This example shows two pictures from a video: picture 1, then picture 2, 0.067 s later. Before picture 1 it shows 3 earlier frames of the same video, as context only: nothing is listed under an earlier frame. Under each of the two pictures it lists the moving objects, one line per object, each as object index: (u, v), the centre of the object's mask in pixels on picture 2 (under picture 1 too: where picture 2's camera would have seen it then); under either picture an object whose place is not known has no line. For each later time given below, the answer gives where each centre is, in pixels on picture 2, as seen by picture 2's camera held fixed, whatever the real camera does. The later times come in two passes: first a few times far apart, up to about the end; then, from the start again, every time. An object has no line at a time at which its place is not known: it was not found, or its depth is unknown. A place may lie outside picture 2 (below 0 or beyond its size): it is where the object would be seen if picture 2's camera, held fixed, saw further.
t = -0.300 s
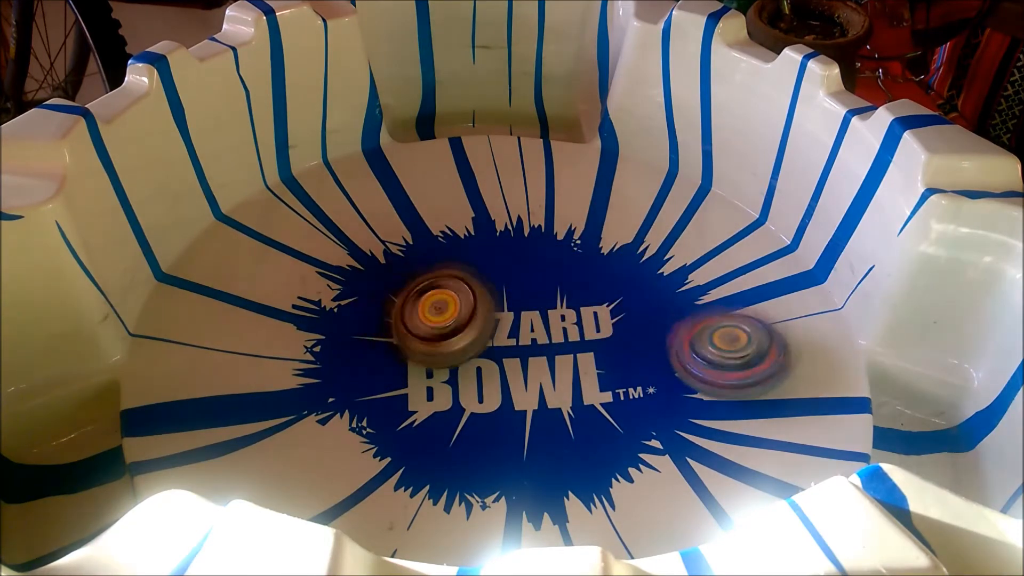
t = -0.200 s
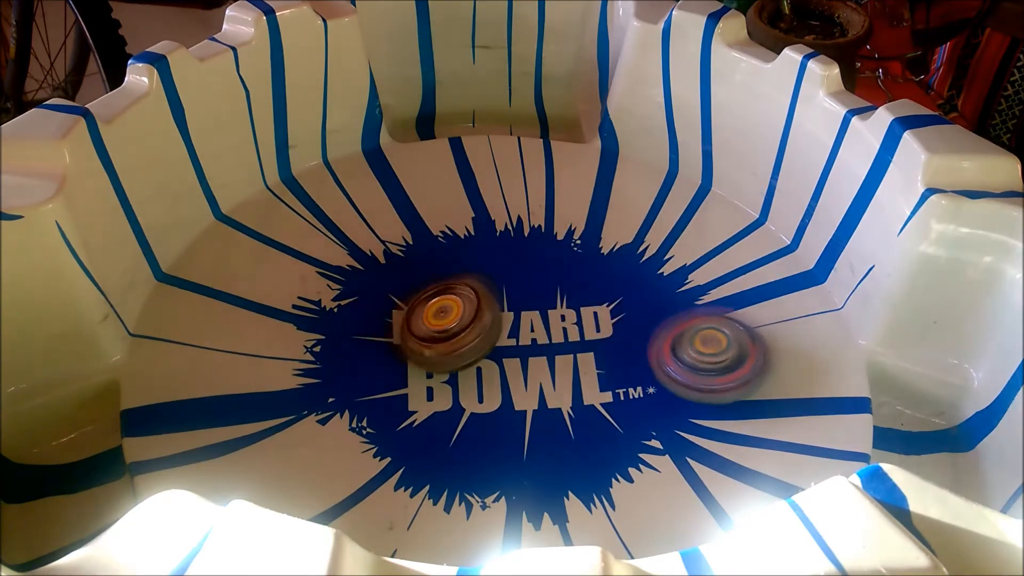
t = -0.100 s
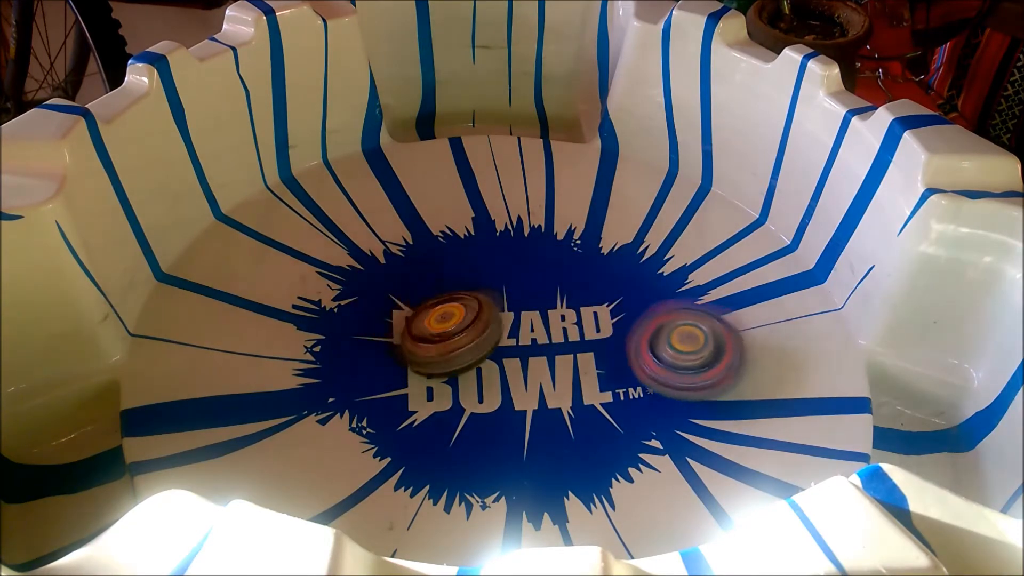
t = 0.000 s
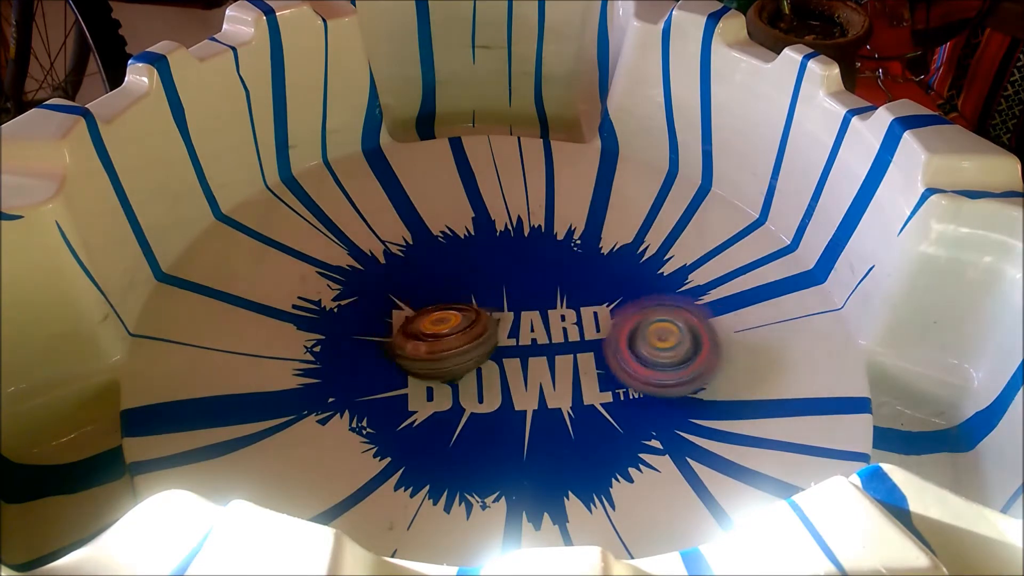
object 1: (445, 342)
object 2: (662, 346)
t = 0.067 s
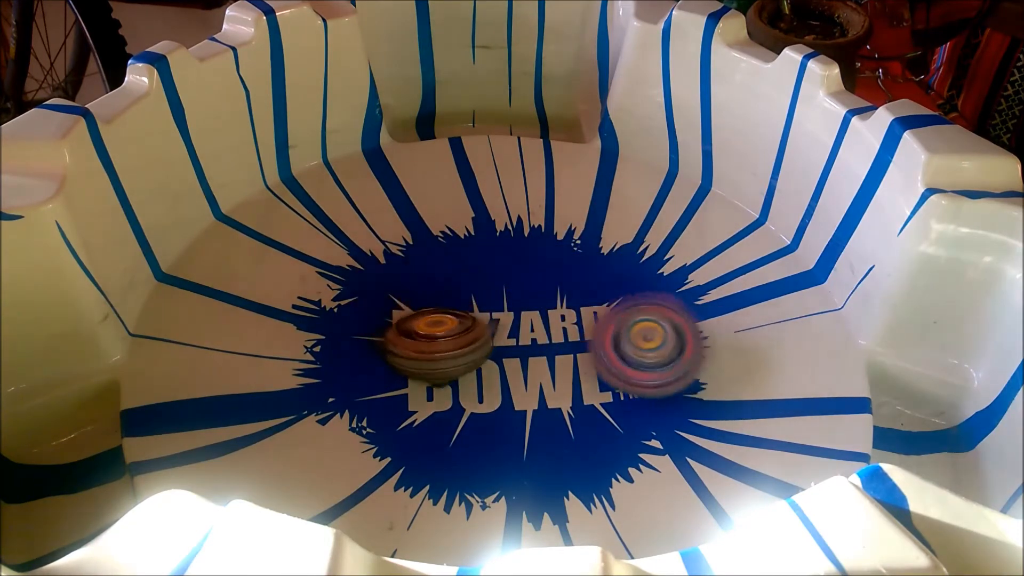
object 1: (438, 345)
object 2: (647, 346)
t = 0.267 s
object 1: (416, 339)
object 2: (600, 353)
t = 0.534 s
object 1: (420, 323)
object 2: (544, 385)
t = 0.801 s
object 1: (449, 331)
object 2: (521, 433)
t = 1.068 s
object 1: (440, 351)
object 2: (540, 475)
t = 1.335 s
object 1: (417, 344)
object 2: (564, 494)
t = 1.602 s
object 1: (431, 332)
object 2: (550, 457)
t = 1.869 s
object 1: (447, 334)
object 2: (520, 427)
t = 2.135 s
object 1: (416, 300)
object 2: (553, 485)
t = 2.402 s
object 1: (427, 296)
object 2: (575, 494)
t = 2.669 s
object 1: (432, 314)
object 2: (554, 462)
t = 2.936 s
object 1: (407, 317)
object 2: (503, 446)
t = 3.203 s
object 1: (409, 310)
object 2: (450, 455)
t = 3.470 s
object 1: (423, 322)
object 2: (424, 484)
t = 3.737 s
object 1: (404, 332)
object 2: (443, 499)
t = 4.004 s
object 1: (404, 326)
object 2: (460, 465)
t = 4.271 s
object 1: (419, 335)
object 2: (438, 436)
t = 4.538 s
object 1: (432, 320)
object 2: (358, 492)
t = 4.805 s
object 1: (435, 321)
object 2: (322, 467)
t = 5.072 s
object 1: (433, 326)
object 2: (294, 440)
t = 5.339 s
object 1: (429, 325)
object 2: (286, 411)
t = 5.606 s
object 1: (433, 329)
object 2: (278, 383)
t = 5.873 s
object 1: (429, 329)
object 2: (278, 352)
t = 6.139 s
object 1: (430, 330)
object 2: (294, 327)
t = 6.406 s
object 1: (429, 332)
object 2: (302, 306)
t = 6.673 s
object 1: (432, 330)
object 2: (320, 288)
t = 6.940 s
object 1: (430, 332)
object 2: (341, 273)
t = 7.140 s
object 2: (362, 270)
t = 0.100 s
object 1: (433, 345)
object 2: (639, 346)
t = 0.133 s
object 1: (430, 345)
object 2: (631, 346)
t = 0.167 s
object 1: (425, 344)
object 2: (624, 347)
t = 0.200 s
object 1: (421, 343)
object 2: (617, 349)
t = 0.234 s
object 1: (417, 341)
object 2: (608, 350)
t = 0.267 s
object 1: (416, 339)
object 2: (600, 353)
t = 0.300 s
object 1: (413, 337)
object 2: (592, 356)
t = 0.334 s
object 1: (412, 335)
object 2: (584, 360)
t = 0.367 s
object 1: (411, 333)
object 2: (577, 364)
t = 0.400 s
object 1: (412, 331)
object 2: (570, 368)
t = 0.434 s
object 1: (413, 328)
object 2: (562, 372)
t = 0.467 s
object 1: (415, 326)
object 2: (556, 376)
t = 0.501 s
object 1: (417, 324)
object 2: (551, 380)
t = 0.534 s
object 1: (420, 323)
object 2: (544, 385)
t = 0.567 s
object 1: (423, 322)
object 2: (539, 389)
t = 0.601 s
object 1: (428, 322)
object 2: (534, 396)
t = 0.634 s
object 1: (431, 323)
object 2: (531, 400)
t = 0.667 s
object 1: (436, 323)
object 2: (526, 405)
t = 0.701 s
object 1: (439, 324)
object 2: (524, 412)
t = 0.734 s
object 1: (443, 326)
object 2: (523, 419)
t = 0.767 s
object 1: (445, 328)
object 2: (522, 427)
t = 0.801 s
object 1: (449, 331)
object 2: (521, 433)
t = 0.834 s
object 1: (450, 333)
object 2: (523, 440)
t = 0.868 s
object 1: (450, 337)
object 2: (524, 446)
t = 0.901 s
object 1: (450, 339)
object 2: (527, 451)
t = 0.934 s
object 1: (449, 342)
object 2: (528, 456)
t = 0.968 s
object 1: (448, 344)
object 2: (530, 460)
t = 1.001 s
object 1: (446, 347)
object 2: (532, 465)
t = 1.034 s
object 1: (443, 349)
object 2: (537, 470)
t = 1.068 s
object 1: (440, 351)
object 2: (540, 475)
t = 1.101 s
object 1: (437, 351)
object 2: (544, 479)
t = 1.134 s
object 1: (433, 352)
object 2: (549, 484)
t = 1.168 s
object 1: (429, 351)
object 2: (554, 489)
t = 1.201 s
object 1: (426, 351)
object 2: (558, 491)
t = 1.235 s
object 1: (423, 349)
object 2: (562, 493)
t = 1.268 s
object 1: (421, 347)
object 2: (562, 494)
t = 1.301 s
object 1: (418, 345)
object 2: (564, 495)
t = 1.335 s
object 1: (417, 344)
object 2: (564, 494)
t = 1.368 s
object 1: (416, 342)
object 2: (563, 493)
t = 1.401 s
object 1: (417, 340)
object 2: (560, 489)
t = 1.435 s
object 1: (417, 337)
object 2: (559, 485)
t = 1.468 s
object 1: (419, 335)
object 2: (558, 478)
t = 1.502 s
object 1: (421, 333)
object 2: (557, 473)
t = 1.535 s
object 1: (424, 332)
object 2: (555, 467)
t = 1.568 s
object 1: (427, 332)
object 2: (553, 462)
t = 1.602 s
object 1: (431, 332)
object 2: (550, 457)
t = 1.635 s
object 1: (434, 331)
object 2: (545, 452)
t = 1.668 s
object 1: (439, 332)
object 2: (542, 448)
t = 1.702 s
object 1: (442, 332)
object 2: (538, 443)
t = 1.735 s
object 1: (446, 333)
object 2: (534, 437)
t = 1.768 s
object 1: (448, 335)
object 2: (528, 433)
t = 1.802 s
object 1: (451, 337)
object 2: (523, 428)
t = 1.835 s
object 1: (450, 338)
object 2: (522, 427)
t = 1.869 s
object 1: (447, 334)
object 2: (520, 427)
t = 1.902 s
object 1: (448, 333)
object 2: (514, 425)
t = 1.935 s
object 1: (445, 331)
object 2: (516, 431)
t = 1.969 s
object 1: (431, 318)
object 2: (533, 455)
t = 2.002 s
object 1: (423, 309)
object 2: (544, 466)
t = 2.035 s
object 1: (420, 305)
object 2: (549, 474)
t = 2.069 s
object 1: (420, 304)
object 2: (550, 477)
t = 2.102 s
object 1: (419, 303)
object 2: (550, 481)
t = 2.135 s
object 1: (416, 300)
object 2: (553, 485)
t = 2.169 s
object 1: (416, 299)
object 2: (556, 488)
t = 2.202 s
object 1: (417, 297)
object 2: (560, 492)
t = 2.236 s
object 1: (419, 297)
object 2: (565, 494)
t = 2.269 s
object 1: (419, 296)
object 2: (568, 495)
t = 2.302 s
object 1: (420, 296)
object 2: (572, 496)
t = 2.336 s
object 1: (421, 294)
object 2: (574, 497)
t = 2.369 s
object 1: (424, 295)
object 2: (575, 497)
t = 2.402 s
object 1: (427, 296)
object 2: (575, 494)
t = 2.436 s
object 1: (429, 297)
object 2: (573, 491)
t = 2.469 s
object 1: (431, 299)
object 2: (573, 486)
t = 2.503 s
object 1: (433, 302)
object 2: (571, 481)
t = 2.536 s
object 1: (434, 305)
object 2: (568, 478)
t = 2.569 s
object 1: (434, 307)
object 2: (566, 472)
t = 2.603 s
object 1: (434, 310)
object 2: (562, 468)
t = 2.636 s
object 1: (432, 312)
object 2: (558, 465)
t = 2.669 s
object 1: (432, 314)
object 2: (554, 462)
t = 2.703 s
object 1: (429, 317)
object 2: (548, 460)
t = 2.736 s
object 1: (426, 319)
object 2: (543, 455)
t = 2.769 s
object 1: (422, 320)
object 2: (538, 453)
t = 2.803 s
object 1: (419, 321)
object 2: (531, 451)
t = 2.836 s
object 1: (415, 320)
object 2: (526, 450)
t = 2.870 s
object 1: (412, 319)
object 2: (518, 448)
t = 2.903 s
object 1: (409, 318)
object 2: (511, 446)
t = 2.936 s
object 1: (407, 317)
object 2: (503, 446)
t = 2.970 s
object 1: (405, 316)
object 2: (497, 445)
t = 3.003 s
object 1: (404, 315)
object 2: (490, 445)
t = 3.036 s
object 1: (404, 314)
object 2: (483, 446)
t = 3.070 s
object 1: (404, 312)
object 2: (476, 448)
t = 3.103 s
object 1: (405, 311)
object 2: (468, 449)
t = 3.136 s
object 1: (405, 311)
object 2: (461, 451)
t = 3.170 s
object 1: (407, 310)
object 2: (455, 452)
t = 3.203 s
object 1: (409, 310)
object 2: (450, 455)
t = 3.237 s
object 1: (411, 310)
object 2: (444, 458)
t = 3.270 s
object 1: (415, 311)
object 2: (440, 462)
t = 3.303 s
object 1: (416, 312)
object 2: (436, 465)
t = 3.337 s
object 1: (419, 314)
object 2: (433, 468)
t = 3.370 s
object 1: (420, 315)
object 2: (429, 472)
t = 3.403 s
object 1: (421, 318)
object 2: (426, 475)
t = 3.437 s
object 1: (422, 321)
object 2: (425, 480)
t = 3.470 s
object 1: (423, 322)
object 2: (424, 484)
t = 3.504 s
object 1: (422, 325)
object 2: (423, 488)
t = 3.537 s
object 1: (419, 329)
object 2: (422, 497)
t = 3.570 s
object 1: (417, 332)
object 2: (424, 498)
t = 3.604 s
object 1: (415, 333)
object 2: (426, 498)
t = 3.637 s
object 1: (412, 333)
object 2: (430, 499)
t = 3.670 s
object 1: (409, 333)
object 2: (433, 499)
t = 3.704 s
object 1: (406, 333)
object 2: (438, 498)
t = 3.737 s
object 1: (404, 332)
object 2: (443, 499)
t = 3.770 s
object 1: (402, 331)
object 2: (447, 495)
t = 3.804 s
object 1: (401, 330)
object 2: (450, 490)
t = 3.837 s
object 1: (401, 330)
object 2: (454, 486)
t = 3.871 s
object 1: (400, 329)
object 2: (456, 483)
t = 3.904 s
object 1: (401, 327)
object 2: (458, 478)
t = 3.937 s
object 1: (401, 326)
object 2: (459, 474)
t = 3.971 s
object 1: (402, 325)
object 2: (460, 470)
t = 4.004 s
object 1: (404, 326)
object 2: (460, 465)
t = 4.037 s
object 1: (405, 325)
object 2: (459, 462)
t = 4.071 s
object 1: (407, 326)
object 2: (458, 458)
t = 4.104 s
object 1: (410, 326)
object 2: (457, 453)
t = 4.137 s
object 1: (414, 328)
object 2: (454, 449)
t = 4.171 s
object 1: (416, 329)
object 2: (450, 445)
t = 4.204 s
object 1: (417, 330)
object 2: (446, 441)
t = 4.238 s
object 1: (418, 333)
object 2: (441, 437)
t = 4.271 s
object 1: (419, 335)
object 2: (438, 436)
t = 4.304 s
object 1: (422, 334)
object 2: (435, 435)
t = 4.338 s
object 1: (425, 335)
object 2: (429, 433)
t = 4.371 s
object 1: (426, 326)
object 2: (423, 451)
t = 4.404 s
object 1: (427, 319)
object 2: (409, 472)
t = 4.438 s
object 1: (431, 317)
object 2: (393, 490)
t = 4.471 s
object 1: (434, 319)
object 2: (381, 496)
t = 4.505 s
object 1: (434, 320)
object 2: (367, 495)
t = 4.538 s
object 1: (432, 320)
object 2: (358, 492)
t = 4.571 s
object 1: (431, 319)
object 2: (352, 489)
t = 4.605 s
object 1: (431, 317)
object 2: (350, 487)
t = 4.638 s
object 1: (435, 317)
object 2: (347, 483)
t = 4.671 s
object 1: (436, 319)
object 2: (341, 480)
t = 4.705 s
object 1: (436, 320)
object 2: (336, 476)
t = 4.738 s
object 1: (435, 321)
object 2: (331, 474)
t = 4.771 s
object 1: (433, 322)
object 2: (326, 470)
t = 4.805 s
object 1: (435, 321)
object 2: (322, 467)
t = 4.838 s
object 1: (437, 321)
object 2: (318, 465)
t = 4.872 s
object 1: (437, 323)
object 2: (315, 462)
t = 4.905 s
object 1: (435, 325)
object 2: (311, 460)
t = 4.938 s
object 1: (433, 325)
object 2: (307, 455)
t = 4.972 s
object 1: (432, 326)
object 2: (301, 449)
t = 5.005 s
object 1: (432, 325)
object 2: (299, 445)
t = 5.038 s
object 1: (432, 325)
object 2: (296, 443)
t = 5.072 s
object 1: (433, 326)
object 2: (294, 440)
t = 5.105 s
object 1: (430, 325)
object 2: (292, 438)
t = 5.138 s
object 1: (428, 324)
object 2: (291, 432)
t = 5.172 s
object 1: (430, 323)
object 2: (289, 429)
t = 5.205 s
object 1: (430, 323)
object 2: (288, 425)
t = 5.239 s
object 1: (431, 324)
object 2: (287, 421)
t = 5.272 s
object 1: (431, 325)
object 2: (287, 418)
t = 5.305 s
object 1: (429, 326)
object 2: (286, 413)
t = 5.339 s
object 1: (429, 325)
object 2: (286, 411)
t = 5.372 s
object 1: (430, 325)
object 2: (284, 407)
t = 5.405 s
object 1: (431, 325)
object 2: (283, 403)
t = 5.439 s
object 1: (432, 326)
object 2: (283, 401)
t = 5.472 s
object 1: (432, 328)
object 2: (282, 396)
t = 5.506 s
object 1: (431, 328)
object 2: (282, 393)
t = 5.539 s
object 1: (431, 328)
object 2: (280, 390)
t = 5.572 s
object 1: (431, 328)
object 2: (279, 387)
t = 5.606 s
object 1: (433, 329)
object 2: (278, 383)
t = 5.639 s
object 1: (432, 329)
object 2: (276, 379)
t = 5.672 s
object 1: (431, 329)
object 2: (276, 376)
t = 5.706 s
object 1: (431, 329)
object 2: (276, 371)
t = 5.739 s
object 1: (430, 328)
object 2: (275, 368)
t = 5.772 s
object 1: (430, 328)
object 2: (275, 364)
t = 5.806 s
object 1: (430, 328)
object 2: (275, 359)
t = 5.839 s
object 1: (430, 329)
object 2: (276, 356)
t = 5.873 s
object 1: (429, 329)
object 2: (278, 352)
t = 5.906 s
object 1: (429, 330)
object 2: (279, 349)
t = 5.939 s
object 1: (428, 330)
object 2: (281, 346)
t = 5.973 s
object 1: (428, 329)
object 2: (283, 342)
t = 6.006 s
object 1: (429, 330)
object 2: (285, 340)
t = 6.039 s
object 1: (429, 330)
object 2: (287, 337)
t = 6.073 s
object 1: (429, 331)
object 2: (289, 334)
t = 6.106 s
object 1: (429, 331)
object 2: (292, 331)
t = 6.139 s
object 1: (430, 330)
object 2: (294, 327)
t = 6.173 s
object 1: (430, 331)
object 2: (295, 324)
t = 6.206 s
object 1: (431, 331)
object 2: (297, 321)
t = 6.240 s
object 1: (431, 332)
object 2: (298, 319)
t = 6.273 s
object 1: (432, 332)
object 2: (298, 317)
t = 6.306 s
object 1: (433, 333)
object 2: (299, 316)
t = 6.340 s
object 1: (432, 333)
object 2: (301, 314)
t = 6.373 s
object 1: (430, 334)
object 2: (302, 309)
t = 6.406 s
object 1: (429, 332)
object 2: (302, 306)
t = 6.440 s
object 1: (429, 330)
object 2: (302, 304)
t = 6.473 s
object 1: (430, 330)
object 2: (304, 301)
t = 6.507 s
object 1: (432, 329)
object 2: (306, 298)
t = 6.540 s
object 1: (433, 331)
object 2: (307, 295)
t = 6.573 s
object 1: (433, 331)
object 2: (311, 295)
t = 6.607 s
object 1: (431, 332)
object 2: (317, 293)
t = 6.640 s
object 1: (431, 331)
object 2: (320, 290)
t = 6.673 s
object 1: (432, 330)
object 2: (320, 288)
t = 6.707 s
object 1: (435, 329)
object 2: (325, 284)
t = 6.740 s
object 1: (437, 330)
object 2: (328, 283)
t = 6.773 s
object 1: (436, 333)
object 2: (331, 282)
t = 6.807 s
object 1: (433, 334)
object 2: (332, 281)
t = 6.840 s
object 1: (431, 334)
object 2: (334, 278)
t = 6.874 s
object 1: (429, 333)
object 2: (335, 275)
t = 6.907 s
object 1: (429, 332)
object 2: (336, 274)
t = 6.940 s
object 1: (430, 332)
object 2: (341, 273)
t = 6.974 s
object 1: (429, 333)
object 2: (345, 272)
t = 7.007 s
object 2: (348, 272)
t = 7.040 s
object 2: (351, 272)
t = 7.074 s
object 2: (354, 271)
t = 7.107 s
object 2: (359, 270)
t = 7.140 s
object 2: (362, 270)
